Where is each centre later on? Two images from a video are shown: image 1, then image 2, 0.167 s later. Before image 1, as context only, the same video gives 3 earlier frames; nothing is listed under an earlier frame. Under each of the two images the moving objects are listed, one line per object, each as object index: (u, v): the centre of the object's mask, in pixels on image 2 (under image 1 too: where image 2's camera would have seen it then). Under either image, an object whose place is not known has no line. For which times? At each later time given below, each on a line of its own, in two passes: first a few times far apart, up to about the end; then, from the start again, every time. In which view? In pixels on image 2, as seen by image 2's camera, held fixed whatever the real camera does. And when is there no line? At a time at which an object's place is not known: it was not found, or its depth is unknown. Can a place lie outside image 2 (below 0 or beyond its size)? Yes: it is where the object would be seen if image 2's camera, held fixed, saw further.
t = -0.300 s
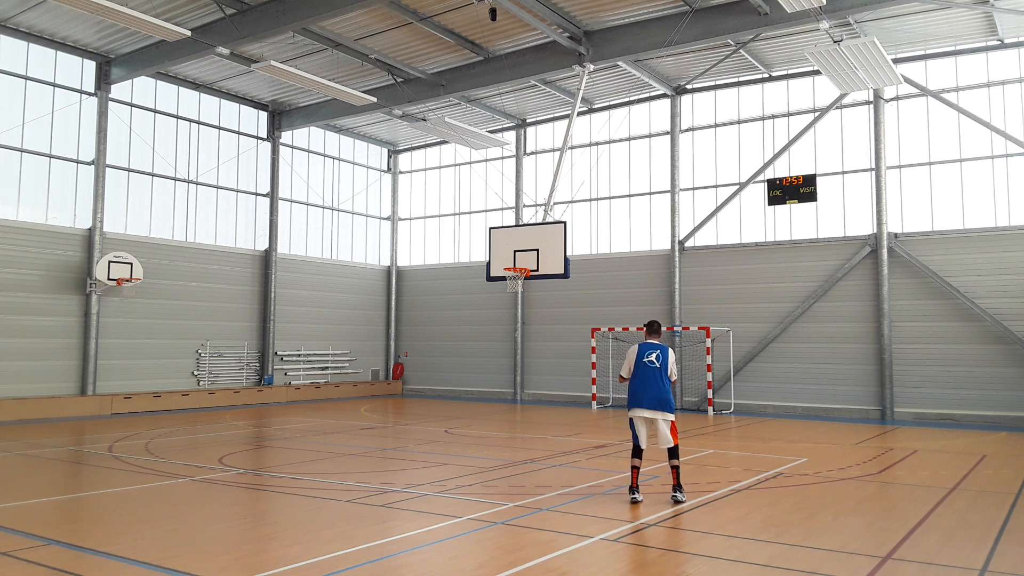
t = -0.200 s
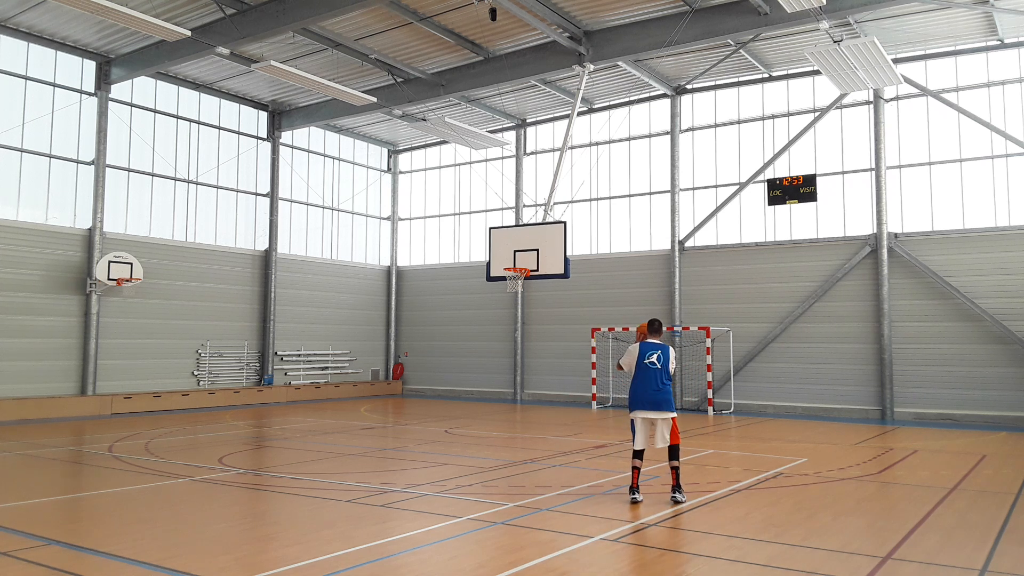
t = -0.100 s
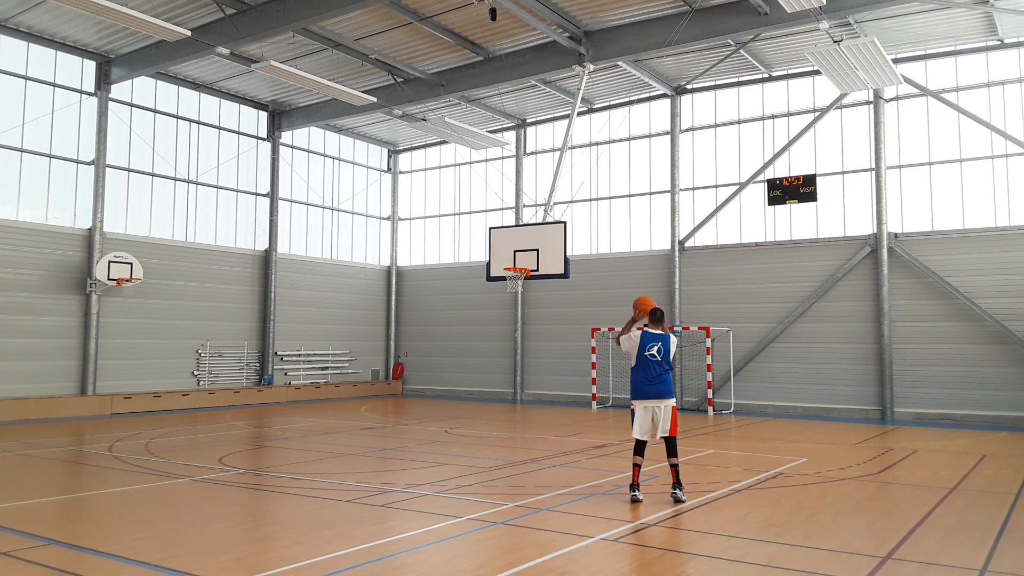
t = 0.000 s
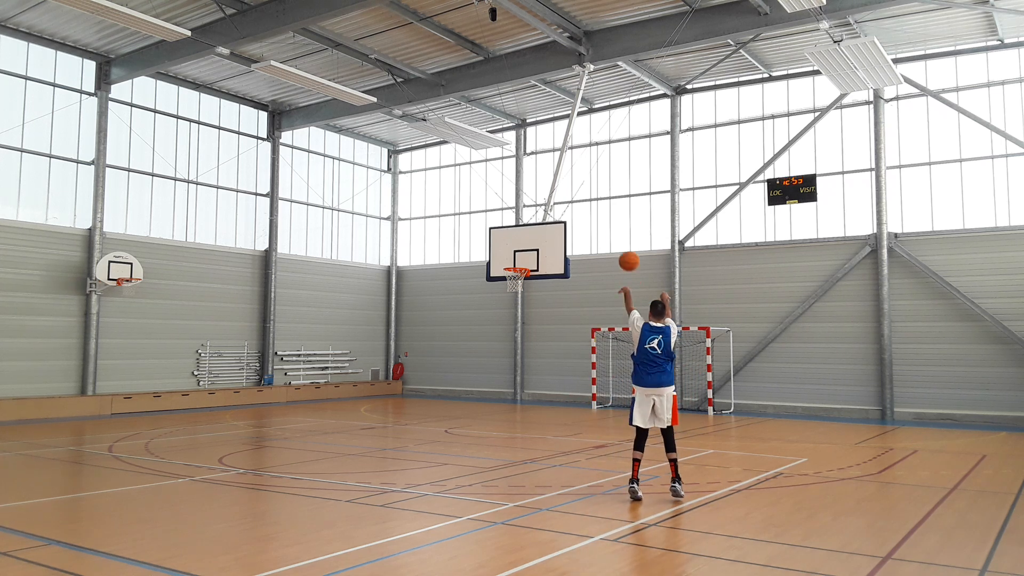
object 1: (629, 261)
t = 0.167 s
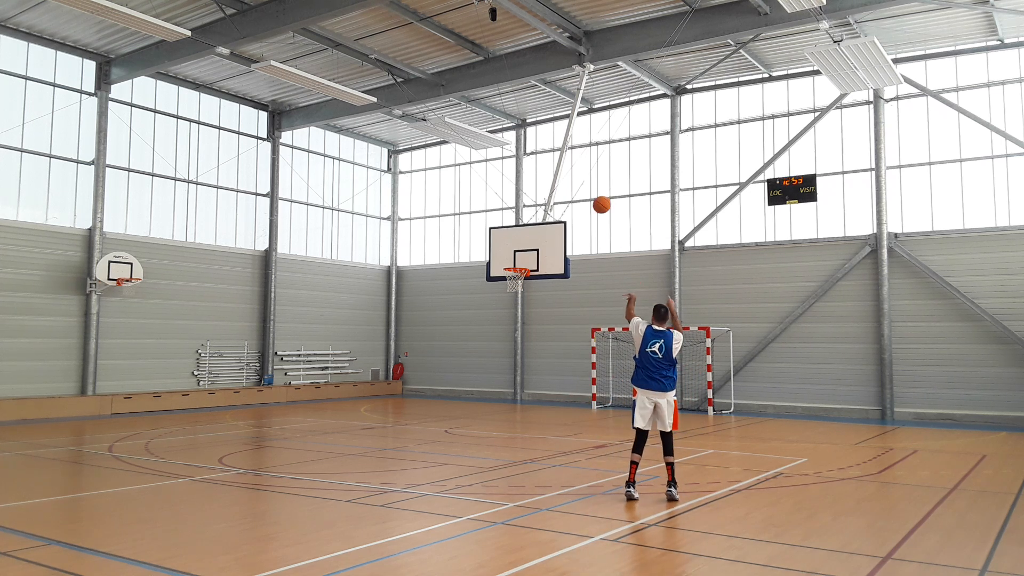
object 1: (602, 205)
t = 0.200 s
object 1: (597, 197)
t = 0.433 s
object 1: (568, 170)
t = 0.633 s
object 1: (549, 177)
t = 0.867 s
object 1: (531, 209)
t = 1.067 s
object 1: (519, 255)
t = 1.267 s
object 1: (511, 287)
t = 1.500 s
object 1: (507, 320)
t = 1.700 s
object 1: (503, 368)
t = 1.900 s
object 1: (501, 410)
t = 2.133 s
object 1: (504, 358)
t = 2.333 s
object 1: (507, 333)
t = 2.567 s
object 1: (510, 329)
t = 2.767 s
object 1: (512, 347)
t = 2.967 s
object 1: (514, 386)
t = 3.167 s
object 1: (516, 410)
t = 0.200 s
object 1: (597, 197)
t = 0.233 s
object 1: (592, 191)
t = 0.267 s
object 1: (588, 185)
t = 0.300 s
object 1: (583, 180)
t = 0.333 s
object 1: (579, 177)
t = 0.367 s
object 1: (576, 174)
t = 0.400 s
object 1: (572, 172)
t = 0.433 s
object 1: (568, 170)
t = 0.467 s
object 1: (565, 170)
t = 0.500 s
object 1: (561, 170)
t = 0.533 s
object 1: (558, 171)
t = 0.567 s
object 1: (555, 172)
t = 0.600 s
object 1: (552, 174)
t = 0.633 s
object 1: (549, 177)
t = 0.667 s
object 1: (547, 180)
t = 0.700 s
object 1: (544, 183)
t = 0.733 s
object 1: (541, 188)
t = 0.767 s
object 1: (538, 192)
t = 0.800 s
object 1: (536, 198)
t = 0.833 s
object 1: (534, 203)
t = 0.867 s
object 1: (531, 209)
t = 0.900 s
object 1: (529, 216)
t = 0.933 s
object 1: (527, 223)
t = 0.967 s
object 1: (525, 230)
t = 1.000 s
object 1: (522, 238)
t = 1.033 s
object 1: (520, 246)
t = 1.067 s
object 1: (519, 255)
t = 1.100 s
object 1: (517, 263)
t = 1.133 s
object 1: (515, 274)
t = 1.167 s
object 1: (513, 281)
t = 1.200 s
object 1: (513, 283)
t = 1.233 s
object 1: (512, 285)
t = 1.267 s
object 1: (511, 287)
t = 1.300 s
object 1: (511, 290)
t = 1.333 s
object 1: (510, 294)
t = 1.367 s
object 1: (510, 298)
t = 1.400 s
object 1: (509, 303)
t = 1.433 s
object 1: (508, 308)
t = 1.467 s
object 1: (508, 314)
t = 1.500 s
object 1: (507, 320)
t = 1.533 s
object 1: (506, 327)
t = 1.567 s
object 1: (506, 334)
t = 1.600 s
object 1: (505, 342)
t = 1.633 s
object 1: (504, 350)
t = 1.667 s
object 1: (504, 359)
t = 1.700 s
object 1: (503, 368)
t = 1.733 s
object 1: (503, 378)
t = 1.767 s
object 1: (502, 388)
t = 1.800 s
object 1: (501, 398)
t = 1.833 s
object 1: (501, 409)
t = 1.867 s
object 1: (500, 419)
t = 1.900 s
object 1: (501, 410)
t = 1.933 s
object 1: (501, 401)
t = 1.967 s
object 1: (502, 392)
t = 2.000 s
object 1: (502, 384)
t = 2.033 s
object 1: (503, 377)
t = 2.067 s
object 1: (503, 370)
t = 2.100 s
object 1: (504, 363)
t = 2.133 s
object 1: (504, 358)
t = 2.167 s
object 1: (504, 352)
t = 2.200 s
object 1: (505, 347)
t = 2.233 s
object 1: (505, 343)
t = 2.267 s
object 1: (506, 339)
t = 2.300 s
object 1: (506, 336)
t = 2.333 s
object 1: (507, 333)
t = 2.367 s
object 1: (507, 331)
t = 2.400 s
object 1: (508, 329)
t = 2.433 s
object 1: (508, 328)
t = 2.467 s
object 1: (508, 328)
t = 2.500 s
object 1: (509, 327)
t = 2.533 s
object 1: (509, 328)
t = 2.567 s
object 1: (510, 329)
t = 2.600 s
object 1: (510, 331)
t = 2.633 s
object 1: (510, 333)
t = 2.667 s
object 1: (511, 336)
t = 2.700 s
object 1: (511, 339)
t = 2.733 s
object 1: (512, 343)
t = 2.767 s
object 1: (512, 347)
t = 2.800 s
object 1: (513, 352)
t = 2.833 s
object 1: (513, 358)
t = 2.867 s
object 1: (513, 364)
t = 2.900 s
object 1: (514, 371)
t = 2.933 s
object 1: (514, 378)
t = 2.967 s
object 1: (514, 386)
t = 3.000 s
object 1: (515, 395)
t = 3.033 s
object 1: (515, 405)
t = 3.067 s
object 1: (515, 415)
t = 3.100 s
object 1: (516, 426)
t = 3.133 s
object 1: (516, 418)
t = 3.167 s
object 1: (516, 410)
